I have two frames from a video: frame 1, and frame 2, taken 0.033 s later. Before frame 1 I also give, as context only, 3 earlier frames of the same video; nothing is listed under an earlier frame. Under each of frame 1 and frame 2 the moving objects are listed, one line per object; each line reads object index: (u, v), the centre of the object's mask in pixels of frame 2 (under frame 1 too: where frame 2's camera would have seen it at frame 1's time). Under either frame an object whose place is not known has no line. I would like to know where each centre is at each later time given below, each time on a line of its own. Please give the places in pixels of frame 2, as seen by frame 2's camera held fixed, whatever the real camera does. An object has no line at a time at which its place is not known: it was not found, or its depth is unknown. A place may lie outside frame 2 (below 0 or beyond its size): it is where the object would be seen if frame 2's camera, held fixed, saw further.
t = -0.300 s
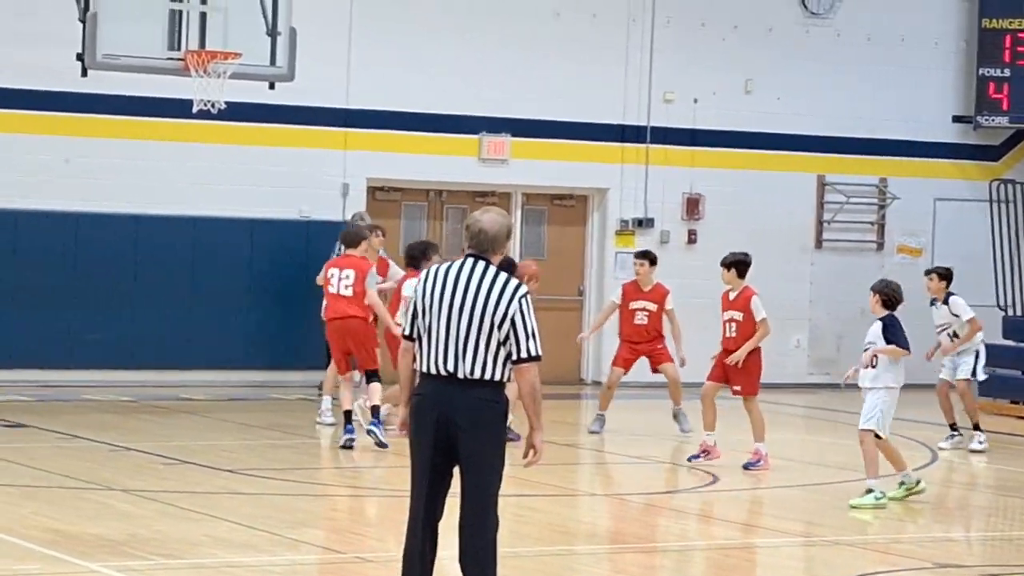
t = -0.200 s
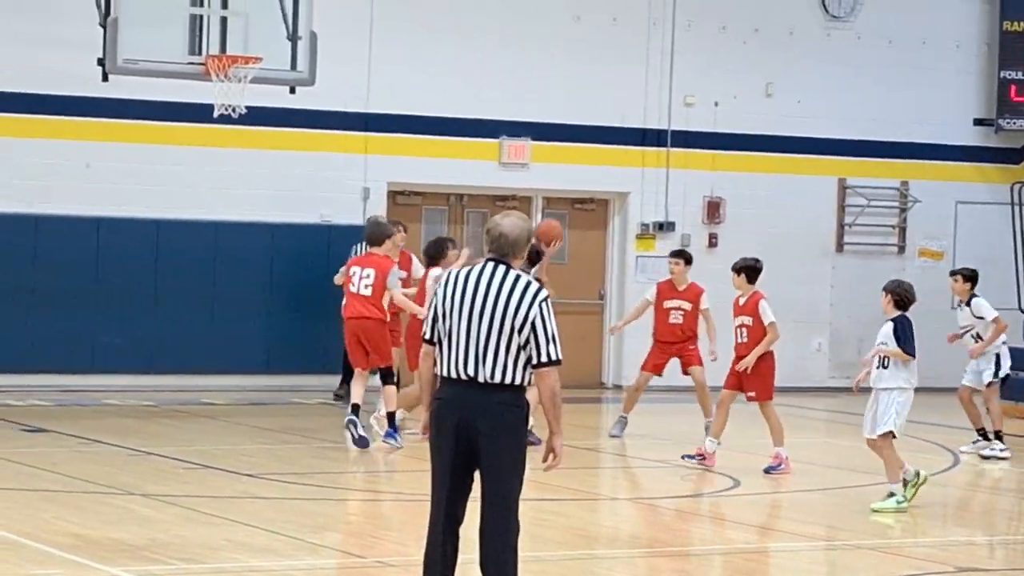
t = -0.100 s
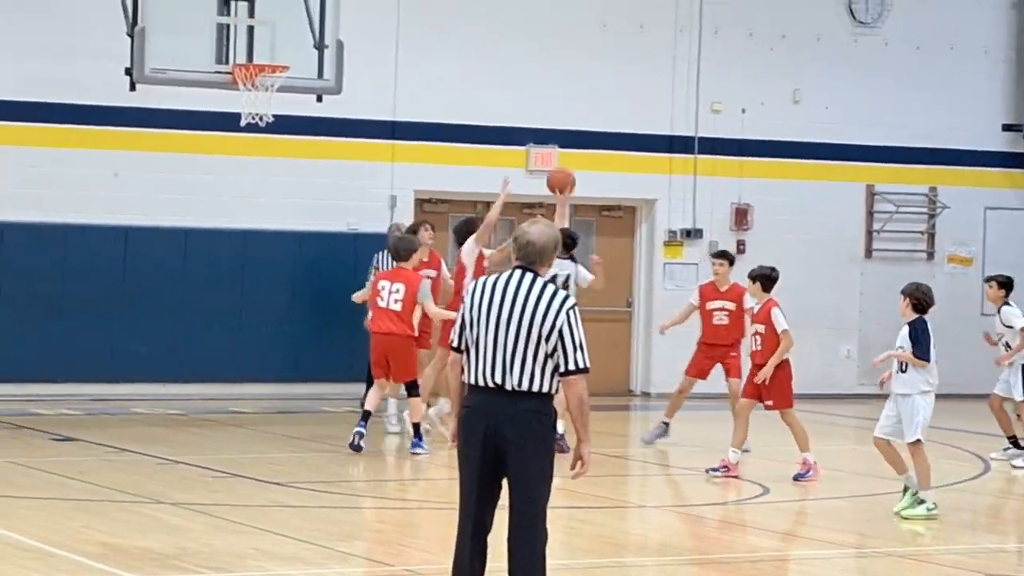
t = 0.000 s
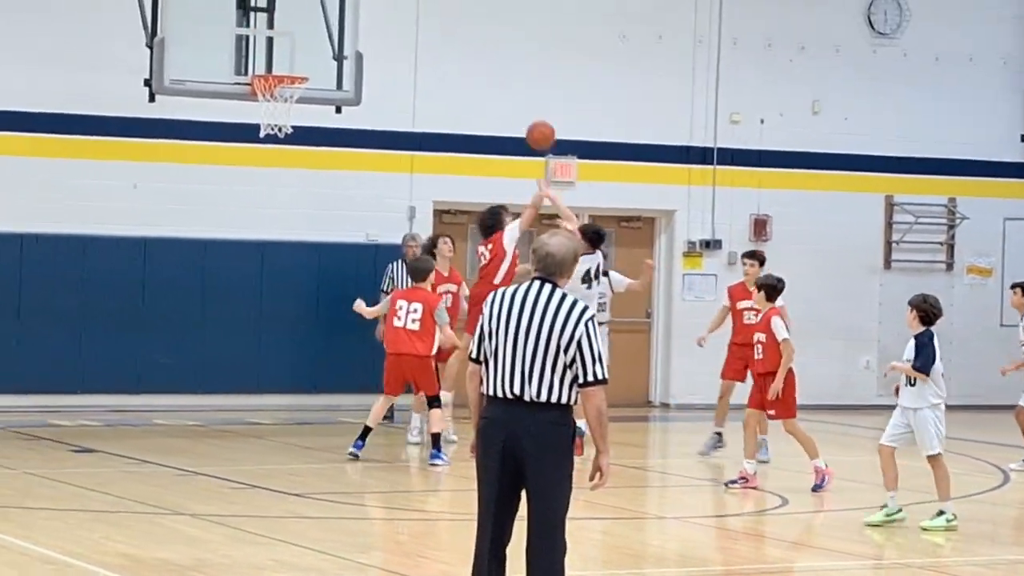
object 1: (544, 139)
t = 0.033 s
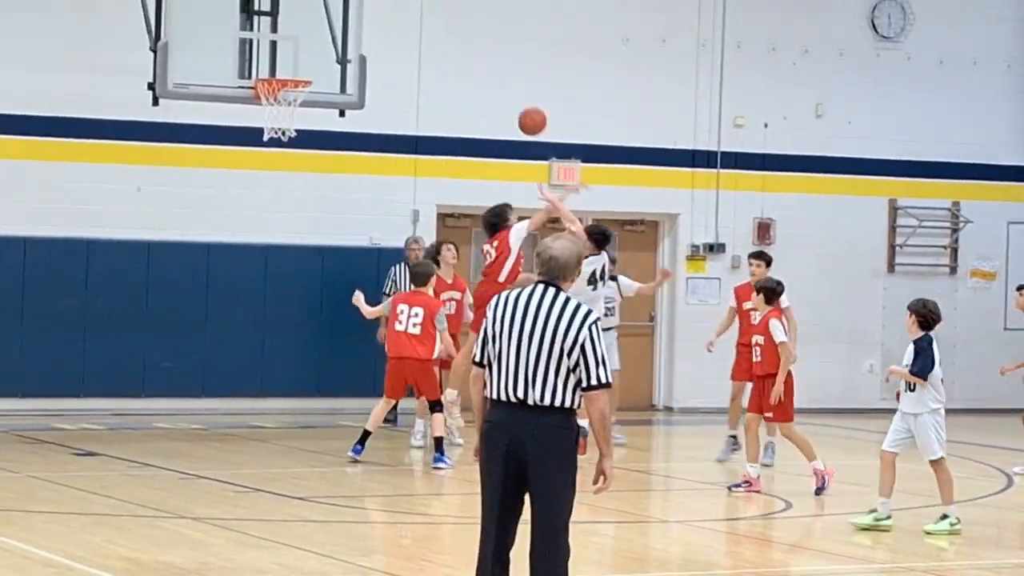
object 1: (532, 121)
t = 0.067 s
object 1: (519, 105)
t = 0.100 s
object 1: (507, 91)
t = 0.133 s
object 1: (496, 79)
